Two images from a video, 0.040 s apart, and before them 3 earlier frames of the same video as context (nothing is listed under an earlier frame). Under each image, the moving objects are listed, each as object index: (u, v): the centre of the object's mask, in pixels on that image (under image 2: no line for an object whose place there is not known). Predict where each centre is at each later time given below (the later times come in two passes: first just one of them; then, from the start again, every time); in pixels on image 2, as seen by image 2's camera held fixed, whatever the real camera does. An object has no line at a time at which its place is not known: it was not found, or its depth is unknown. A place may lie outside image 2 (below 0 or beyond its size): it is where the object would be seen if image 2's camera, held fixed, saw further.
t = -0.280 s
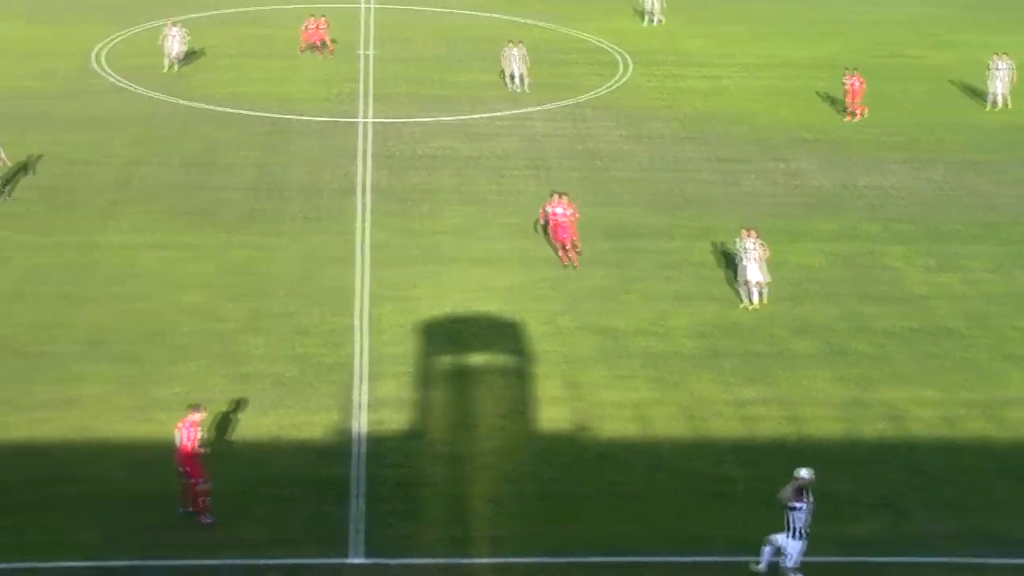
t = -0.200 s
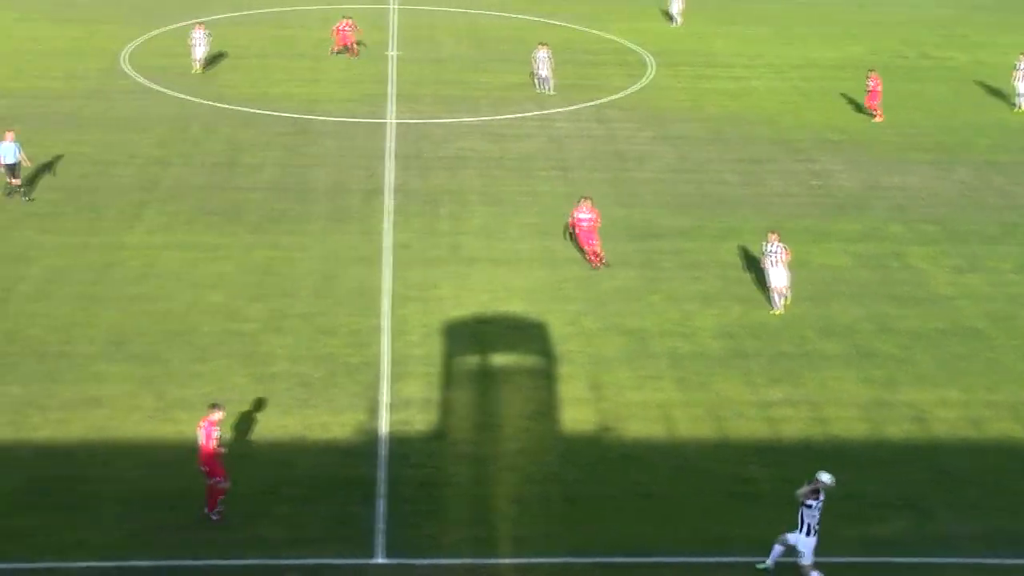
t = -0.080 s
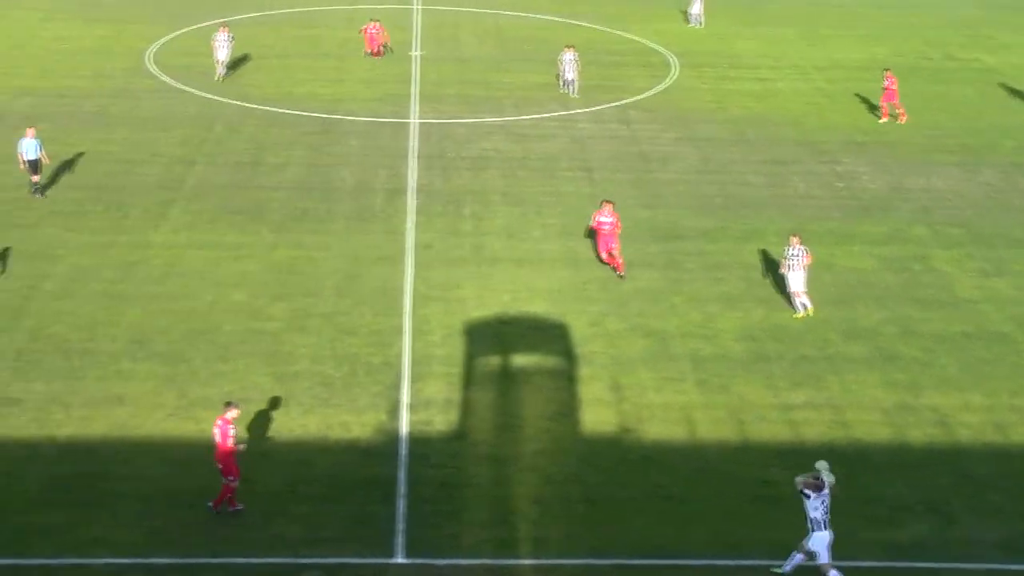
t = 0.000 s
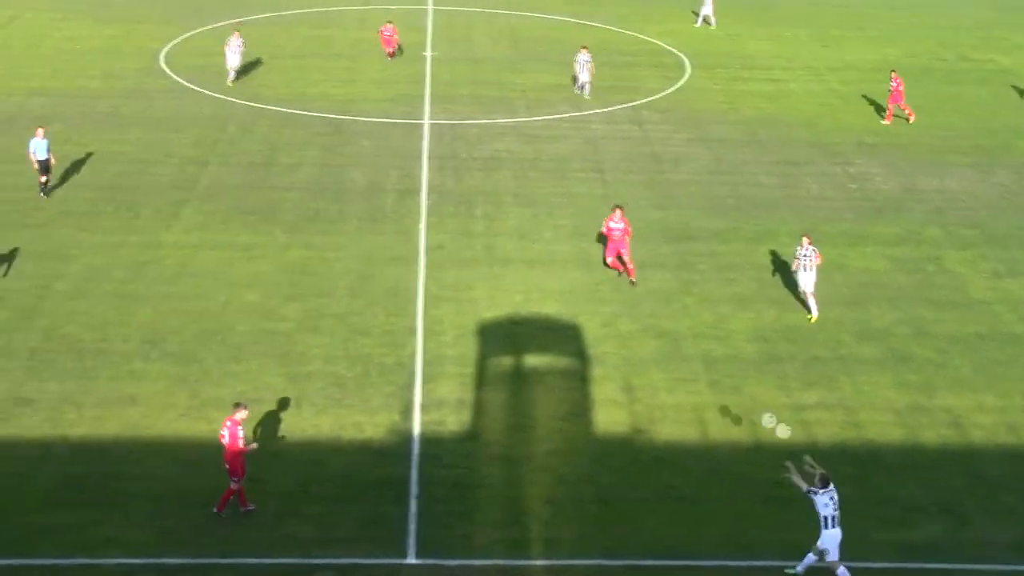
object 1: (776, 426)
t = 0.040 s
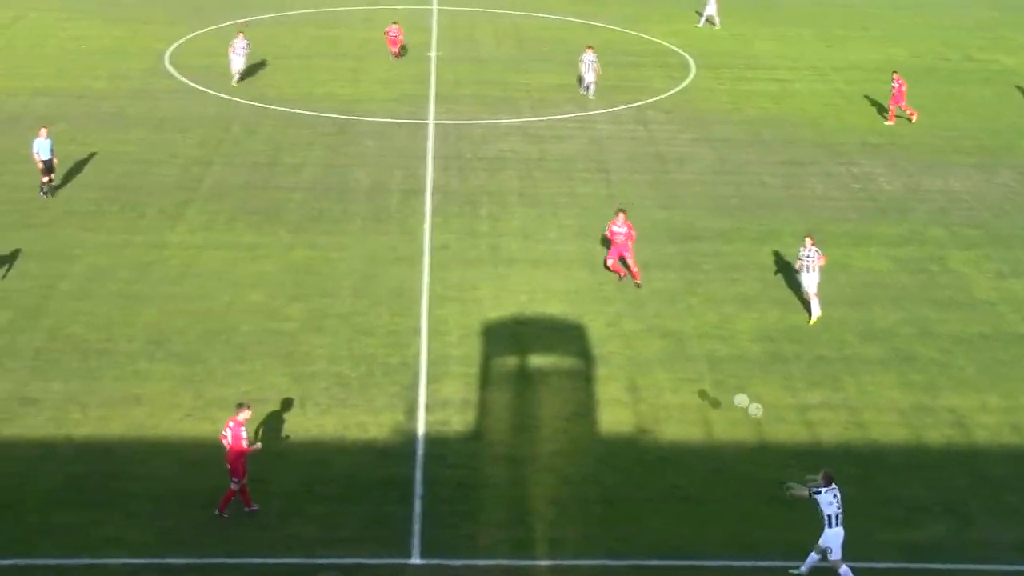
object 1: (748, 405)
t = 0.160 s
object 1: (661, 354)
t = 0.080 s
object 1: (725, 390)
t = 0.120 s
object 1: (688, 370)
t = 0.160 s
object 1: (661, 354)
